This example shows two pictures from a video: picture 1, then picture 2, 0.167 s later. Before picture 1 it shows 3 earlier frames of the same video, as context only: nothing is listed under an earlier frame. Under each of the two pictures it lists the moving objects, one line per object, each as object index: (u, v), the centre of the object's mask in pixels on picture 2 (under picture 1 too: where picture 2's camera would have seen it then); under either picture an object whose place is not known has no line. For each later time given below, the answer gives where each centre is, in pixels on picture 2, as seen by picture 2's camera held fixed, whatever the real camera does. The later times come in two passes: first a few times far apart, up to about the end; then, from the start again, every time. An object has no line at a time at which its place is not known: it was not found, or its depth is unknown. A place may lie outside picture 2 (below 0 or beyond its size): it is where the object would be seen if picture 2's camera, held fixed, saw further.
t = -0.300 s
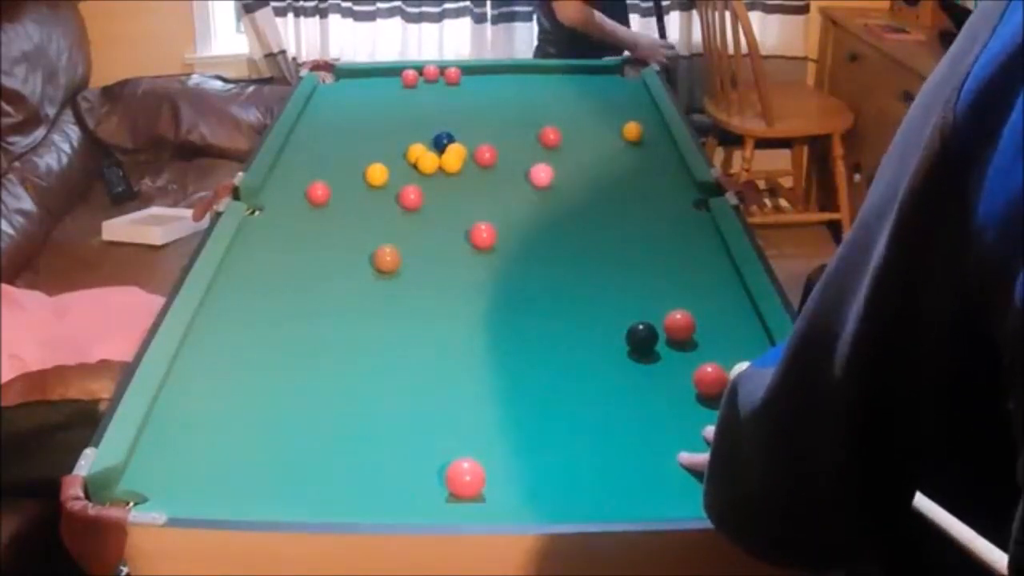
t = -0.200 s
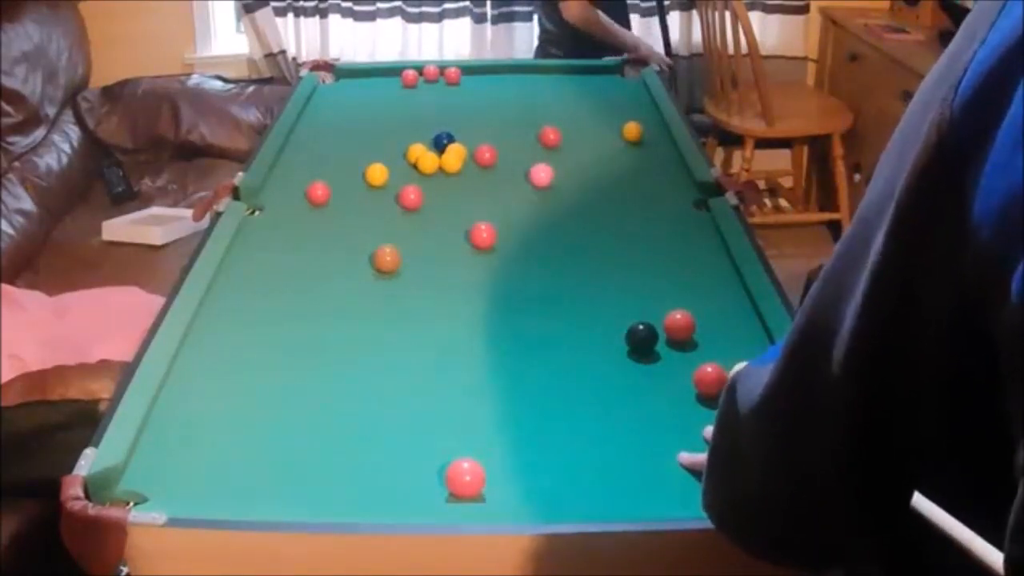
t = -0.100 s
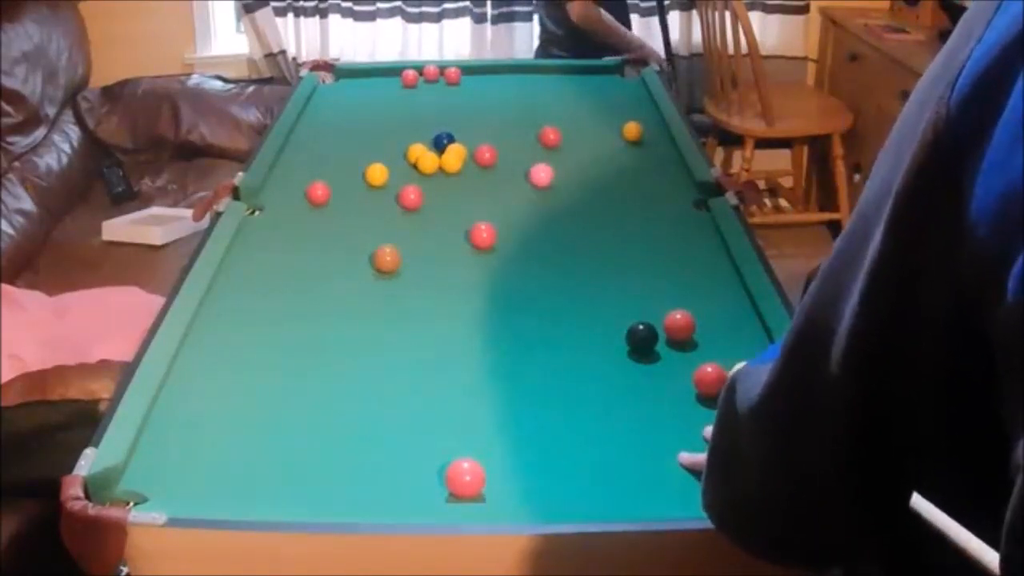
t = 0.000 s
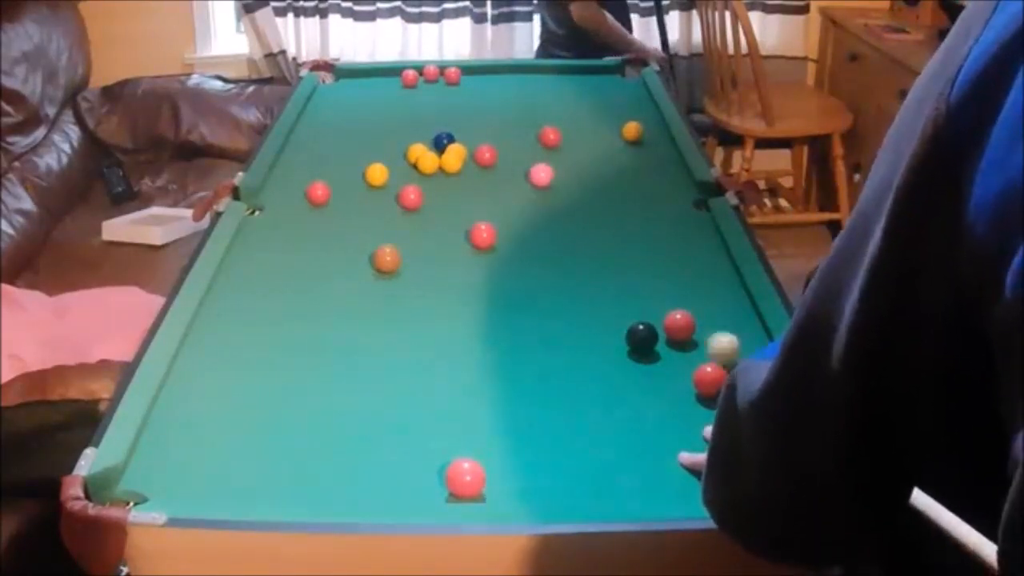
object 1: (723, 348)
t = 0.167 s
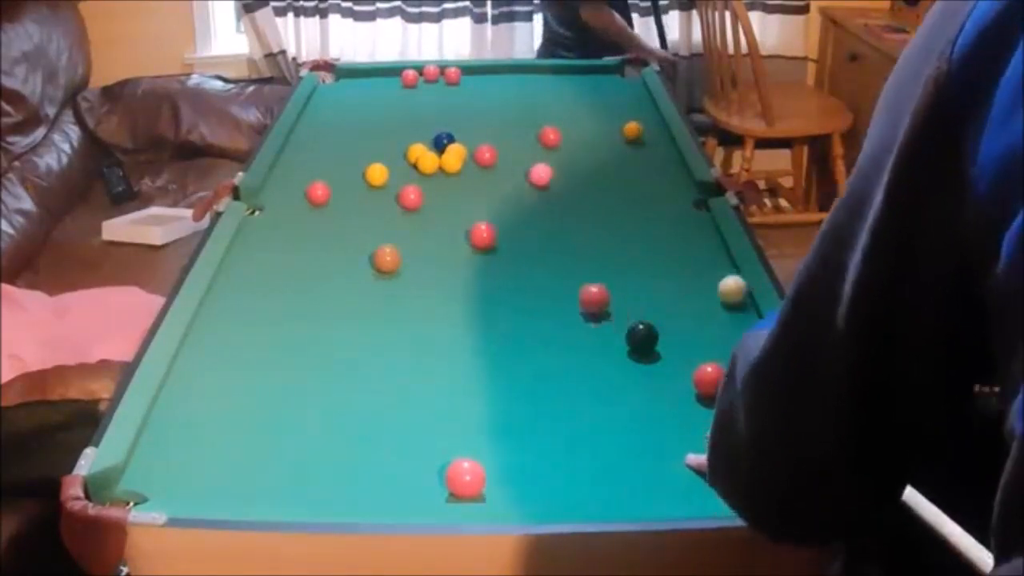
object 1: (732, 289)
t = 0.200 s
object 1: (728, 282)
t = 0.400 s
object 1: (697, 240)
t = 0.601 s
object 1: (671, 207)
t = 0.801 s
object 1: (648, 180)
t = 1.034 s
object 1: (627, 156)
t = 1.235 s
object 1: (612, 139)
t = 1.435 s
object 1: (599, 126)
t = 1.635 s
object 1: (587, 116)
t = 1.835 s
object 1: (576, 109)
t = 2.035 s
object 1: (566, 103)
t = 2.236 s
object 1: (559, 99)
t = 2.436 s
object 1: (553, 97)
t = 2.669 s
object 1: (549, 97)
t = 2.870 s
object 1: (549, 97)
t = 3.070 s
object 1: (549, 97)
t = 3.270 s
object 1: (549, 97)
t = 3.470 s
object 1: (549, 97)
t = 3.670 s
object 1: (549, 97)
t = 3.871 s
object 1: (549, 98)
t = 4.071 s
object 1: (549, 98)
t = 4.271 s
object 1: (549, 97)
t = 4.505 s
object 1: (549, 97)
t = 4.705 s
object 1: (549, 97)
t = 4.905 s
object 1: (549, 97)
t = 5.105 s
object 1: (549, 97)
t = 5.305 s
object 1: (549, 97)
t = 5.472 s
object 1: (549, 97)
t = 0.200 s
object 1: (728, 282)
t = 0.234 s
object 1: (722, 274)
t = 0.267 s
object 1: (717, 266)
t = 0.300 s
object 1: (712, 259)
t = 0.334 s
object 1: (707, 252)
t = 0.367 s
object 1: (702, 246)
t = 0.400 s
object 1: (697, 240)
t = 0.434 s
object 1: (692, 233)
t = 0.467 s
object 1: (688, 228)
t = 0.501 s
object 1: (683, 222)
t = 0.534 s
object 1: (679, 217)
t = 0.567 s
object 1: (675, 212)
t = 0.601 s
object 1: (671, 207)
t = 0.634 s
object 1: (667, 202)
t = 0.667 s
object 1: (663, 197)
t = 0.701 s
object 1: (659, 193)
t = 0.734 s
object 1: (656, 188)
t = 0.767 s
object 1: (652, 184)
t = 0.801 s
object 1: (648, 180)
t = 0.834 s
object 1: (645, 176)
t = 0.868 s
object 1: (642, 172)
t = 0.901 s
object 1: (639, 168)
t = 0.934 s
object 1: (636, 165)
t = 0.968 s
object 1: (633, 162)
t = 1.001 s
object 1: (630, 159)
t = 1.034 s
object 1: (627, 156)
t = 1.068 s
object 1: (624, 152)
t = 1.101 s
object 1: (622, 149)
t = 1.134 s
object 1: (619, 147)
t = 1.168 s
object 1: (617, 144)
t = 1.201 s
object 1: (615, 141)
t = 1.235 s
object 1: (612, 139)
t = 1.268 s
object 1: (610, 136)
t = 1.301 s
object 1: (607, 134)
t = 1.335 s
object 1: (605, 132)
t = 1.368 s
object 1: (603, 129)
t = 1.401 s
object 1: (601, 128)
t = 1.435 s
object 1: (599, 126)
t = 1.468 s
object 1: (597, 124)
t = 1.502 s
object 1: (595, 122)
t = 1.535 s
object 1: (593, 121)
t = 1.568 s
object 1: (590, 119)
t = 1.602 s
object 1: (589, 118)
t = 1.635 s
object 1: (587, 116)
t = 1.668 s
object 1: (585, 115)
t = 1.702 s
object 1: (583, 113)
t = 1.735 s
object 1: (581, 112)
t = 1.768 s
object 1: (580, 111)
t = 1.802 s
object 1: (578, 110)
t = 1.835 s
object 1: (576, 109)
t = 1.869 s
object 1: (574, 107)
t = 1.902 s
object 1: (573, 107)
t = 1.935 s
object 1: (571, 106)
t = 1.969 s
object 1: (570, 105)
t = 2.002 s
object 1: (568, 104)
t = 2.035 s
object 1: (566, 103)
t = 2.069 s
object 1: (565, 102)
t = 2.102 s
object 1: (564, 101)
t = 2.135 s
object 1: (562, 101)
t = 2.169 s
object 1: (561, 100)
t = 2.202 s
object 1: (560, 100)
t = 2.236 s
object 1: (559, 99)
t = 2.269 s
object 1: (558, 99)
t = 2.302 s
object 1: (556, 98)
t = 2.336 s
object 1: (555, 98)
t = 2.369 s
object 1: (554, 98)
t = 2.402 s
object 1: (553, 97)
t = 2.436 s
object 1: (553, 97)
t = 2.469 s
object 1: (552, 97)
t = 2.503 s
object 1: (550, 97)
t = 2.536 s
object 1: (550, 97)
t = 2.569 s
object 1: (549, 96)
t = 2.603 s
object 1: (549, 97)
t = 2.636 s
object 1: (549, 97)
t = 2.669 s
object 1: (549, 97)
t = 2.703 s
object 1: (549, 97)
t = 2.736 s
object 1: (549, 97)
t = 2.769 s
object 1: (549, 97)
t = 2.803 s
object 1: (549, 97)
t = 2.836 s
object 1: (549, 97)
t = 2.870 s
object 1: (549, 97)
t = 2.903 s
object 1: (549, 97)
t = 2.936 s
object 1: (549, 97)
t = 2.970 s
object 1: (549, 97)
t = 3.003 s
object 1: (549, 97)
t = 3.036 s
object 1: (549, 97)
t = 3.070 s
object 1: (549, 97)
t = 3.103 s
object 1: (548, 97)
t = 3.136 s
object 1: (548, 97)
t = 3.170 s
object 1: (548, 97)
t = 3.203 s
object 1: (549, 97)
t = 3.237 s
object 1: (548, 97)
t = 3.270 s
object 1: (549, 97)
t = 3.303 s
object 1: (549, 97)
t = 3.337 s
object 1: (549, 97)
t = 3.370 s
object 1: (549, 97)
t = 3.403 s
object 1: (549, 97)
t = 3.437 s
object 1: (549, 97)
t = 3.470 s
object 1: (549, 97)
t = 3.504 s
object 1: (549, 98)
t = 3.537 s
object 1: (549, 98)
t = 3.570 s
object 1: (549, 97)
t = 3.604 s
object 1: (549, 98)
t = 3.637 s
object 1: (549, 98)
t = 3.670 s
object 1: (549, 97)
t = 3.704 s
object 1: (549, 98)
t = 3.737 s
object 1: (549, 98)
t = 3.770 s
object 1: (549, 98)
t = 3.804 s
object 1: (549, 98)
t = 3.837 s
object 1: (549, 98)
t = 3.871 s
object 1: (549, 98)
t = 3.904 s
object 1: (549, 98)
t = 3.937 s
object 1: (549, 97)
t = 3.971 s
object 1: (549, 98)
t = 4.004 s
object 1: (549, 98)
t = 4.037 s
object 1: (549, 98)
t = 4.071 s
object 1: (549, 98)
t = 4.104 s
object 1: (549, 97)
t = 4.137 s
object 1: (549, 97)
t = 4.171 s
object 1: (549, 97)
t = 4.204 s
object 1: (549, 97)
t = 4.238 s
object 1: (549, 97)
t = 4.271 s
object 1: (549, 97)
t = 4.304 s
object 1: (549, 97)
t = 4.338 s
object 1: (549, 98)
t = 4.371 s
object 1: (549, 97)
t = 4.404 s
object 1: (549, 97)
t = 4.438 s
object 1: (549, 98)
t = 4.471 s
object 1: (549, 97)
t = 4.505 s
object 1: (549, 97)
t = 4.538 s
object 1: (549, 97)
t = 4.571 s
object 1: (549, 97)
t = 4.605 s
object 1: (549, 97)
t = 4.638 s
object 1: (549, 97)
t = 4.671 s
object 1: (549, 97)
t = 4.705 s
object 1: (549, 97)
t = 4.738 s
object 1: (549, 97)
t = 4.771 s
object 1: (549, 97)
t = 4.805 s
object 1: (549, 97)
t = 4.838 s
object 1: (549, 97)
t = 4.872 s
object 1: (549, 97)
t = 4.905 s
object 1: (549, 97)
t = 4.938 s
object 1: (549, 97)
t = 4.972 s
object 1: (549, 97)
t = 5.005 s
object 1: (549, 97)
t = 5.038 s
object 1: (549, 97)
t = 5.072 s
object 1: (549, 97)
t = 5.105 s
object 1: (549, 97)
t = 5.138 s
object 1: (549, 97)
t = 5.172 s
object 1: (549, 97)
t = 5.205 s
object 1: (549, 97)
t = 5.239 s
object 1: (549, 97)
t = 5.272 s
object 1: (549, 97)
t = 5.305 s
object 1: (549, 97)
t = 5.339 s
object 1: (549, 97)
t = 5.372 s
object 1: (549, 97)
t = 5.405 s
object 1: (549, 97)
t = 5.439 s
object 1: (549, 97)
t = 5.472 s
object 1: (549, 97)
